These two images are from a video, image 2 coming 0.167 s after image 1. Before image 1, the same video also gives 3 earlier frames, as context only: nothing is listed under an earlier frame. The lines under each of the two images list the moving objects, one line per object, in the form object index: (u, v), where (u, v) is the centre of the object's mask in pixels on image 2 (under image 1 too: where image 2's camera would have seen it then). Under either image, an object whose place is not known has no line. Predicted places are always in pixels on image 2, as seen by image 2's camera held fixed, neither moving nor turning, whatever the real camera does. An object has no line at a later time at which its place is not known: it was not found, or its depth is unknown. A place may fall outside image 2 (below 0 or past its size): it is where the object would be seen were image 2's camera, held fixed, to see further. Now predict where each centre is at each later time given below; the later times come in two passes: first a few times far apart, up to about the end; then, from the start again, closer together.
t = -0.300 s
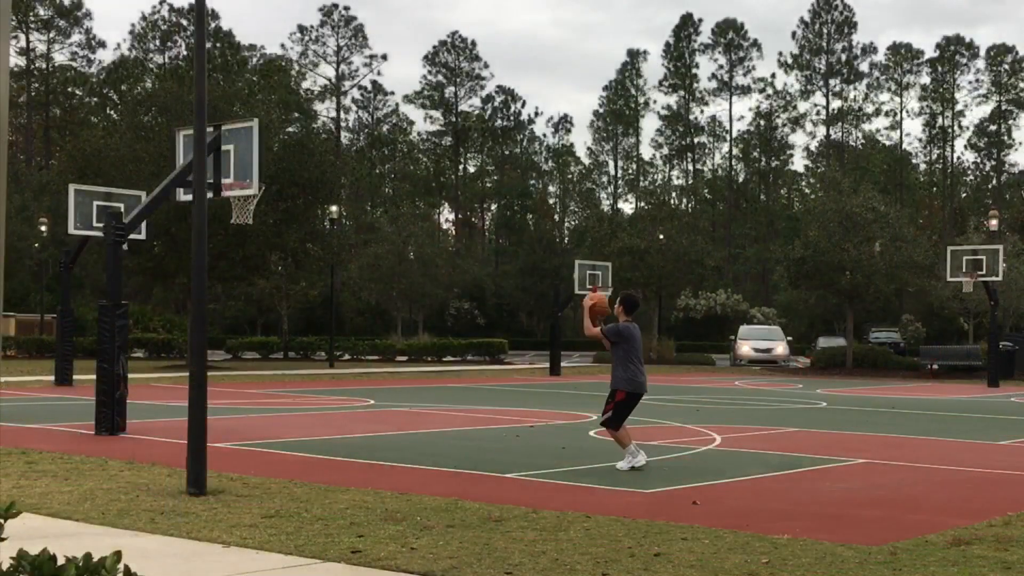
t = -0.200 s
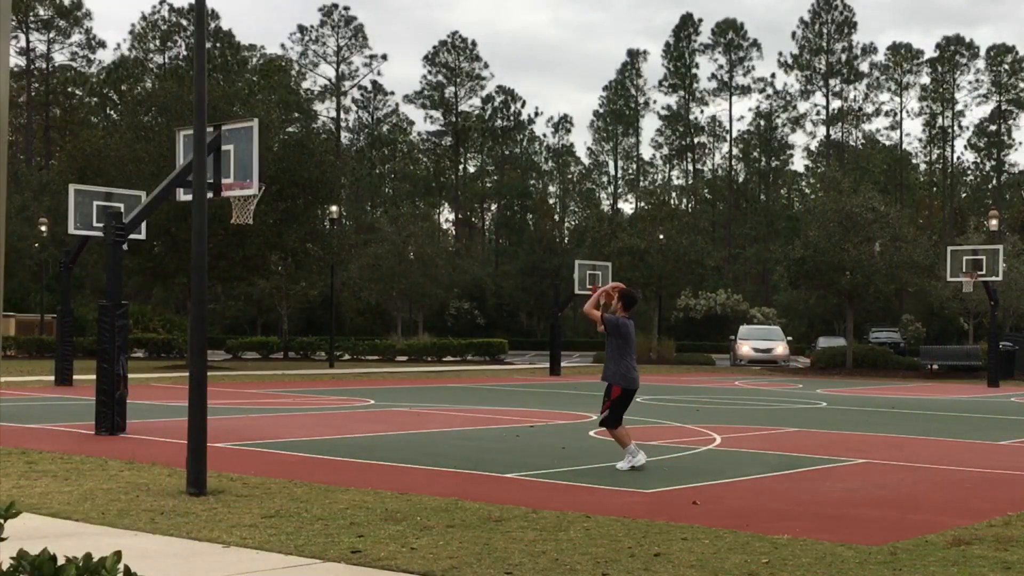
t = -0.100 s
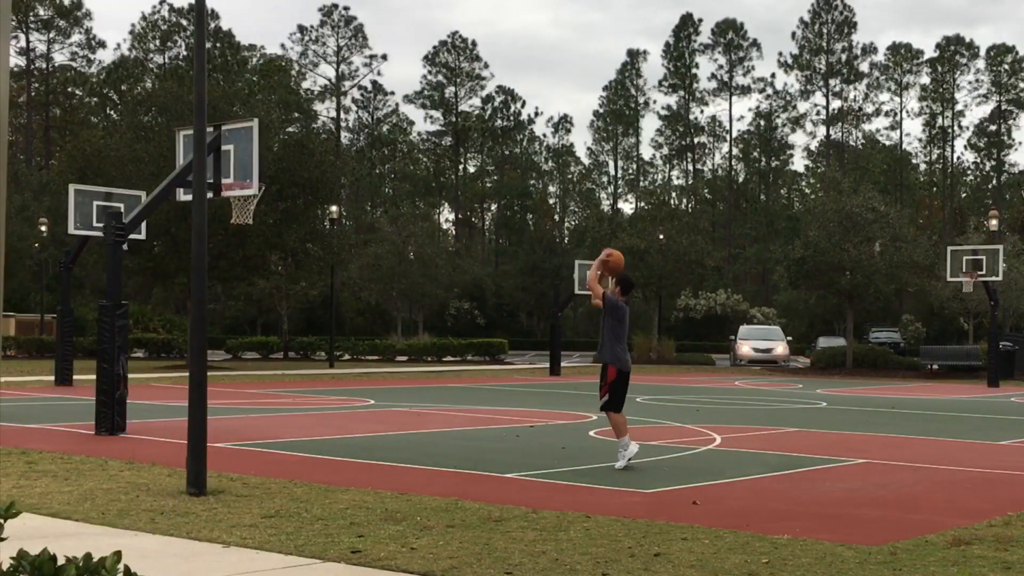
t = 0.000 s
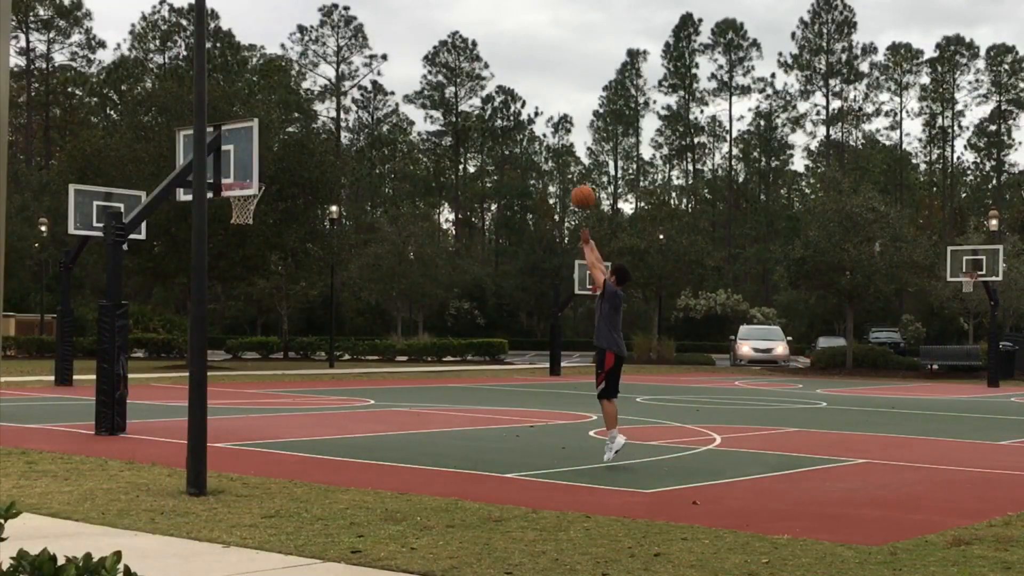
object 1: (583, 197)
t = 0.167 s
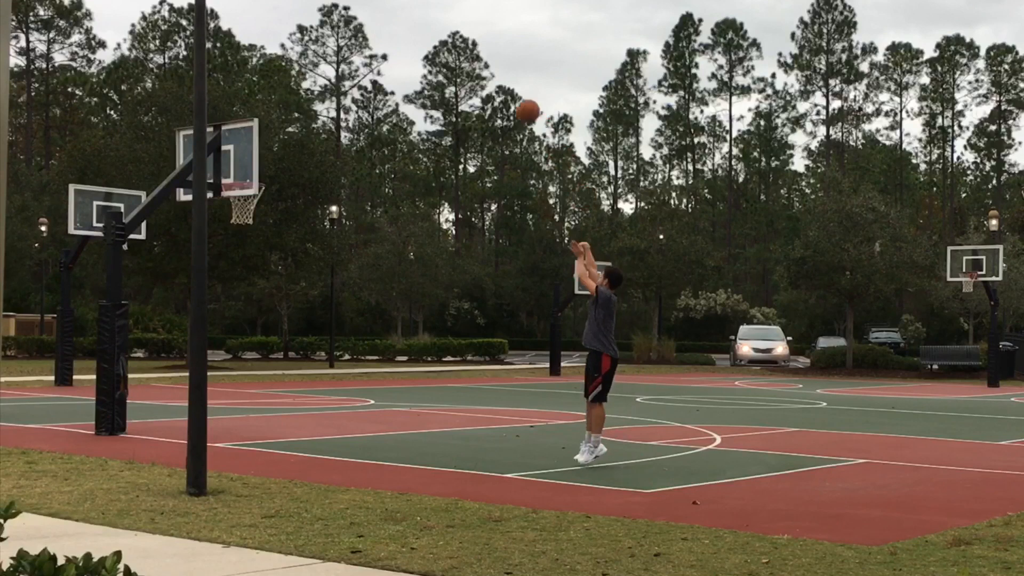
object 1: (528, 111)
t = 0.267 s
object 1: (497, 74)
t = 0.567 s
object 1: (408, 25)
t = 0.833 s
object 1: (335, 49)
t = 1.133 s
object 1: (265, 138)
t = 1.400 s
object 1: (233, 211)
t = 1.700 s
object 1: (242, 276)
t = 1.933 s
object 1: (247, 369)
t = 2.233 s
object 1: (262, 342)
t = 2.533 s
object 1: (290, 302)
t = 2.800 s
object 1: (313, 382)
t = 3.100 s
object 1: (339, 363)
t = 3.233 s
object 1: (349, 402)
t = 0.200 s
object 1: (518, 97)
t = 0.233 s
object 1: (507, 85)
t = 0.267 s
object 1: (497, 74)
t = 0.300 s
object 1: (487, 64)
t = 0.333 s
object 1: (476, 56)
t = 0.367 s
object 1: (466, 48)
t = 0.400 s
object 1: (457, 41)
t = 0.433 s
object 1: (446, 36)
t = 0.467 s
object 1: (437, 31)
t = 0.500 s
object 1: (427, 28)
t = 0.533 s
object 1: (417, 26)
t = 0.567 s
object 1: (408, 25)
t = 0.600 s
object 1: (398, 25)
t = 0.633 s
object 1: (389, 26)
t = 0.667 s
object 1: (380, 27)
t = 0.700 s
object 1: (370, 30)
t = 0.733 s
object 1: (361, 33)
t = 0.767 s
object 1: (353, 38)
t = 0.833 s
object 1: (335, 49)
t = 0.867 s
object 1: (326, 55)
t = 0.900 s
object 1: (318, 63)
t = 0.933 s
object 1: (310, 72)
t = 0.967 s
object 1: (301, 81)
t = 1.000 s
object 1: (293, 91)
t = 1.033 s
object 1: (285, 102)
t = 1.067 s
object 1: (277, 113)
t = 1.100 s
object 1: (270, 126)
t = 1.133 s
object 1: (265, 138)
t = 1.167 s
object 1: (252, 152)
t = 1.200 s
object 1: (245, 167)
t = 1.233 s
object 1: (240, 177)
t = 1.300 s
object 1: (230, 204)
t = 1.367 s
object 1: (232, 208)
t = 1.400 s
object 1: (233, 211)
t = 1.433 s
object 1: (234, 215)
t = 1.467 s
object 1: (235, 220)
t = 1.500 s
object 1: (236, 226)
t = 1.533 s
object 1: (237, 232)
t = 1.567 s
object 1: (238, 239)
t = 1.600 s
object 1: (239, 247)
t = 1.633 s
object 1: (240, 256)
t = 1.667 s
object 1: (241, 266)
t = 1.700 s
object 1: (242, 276)
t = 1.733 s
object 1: (243, 287)
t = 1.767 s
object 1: (244, 299)
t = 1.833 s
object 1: (245, 325)
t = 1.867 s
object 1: (246, 339)
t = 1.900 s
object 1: (246, 354)
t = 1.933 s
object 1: (247, 369)
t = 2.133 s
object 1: (256, 372)
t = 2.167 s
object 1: (258, 362)
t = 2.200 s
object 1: (260, 351)
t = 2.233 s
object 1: (262, 342)
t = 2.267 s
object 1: (264, 334)
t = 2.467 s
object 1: (284, 293)
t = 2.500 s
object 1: (287, 296)
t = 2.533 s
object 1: (290, 302)
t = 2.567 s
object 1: (293, 312)
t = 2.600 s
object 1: (296, 325)
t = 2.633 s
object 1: (299, 341)
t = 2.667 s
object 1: (302, 361)
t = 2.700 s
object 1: (304, 384)
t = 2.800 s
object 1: (313, 382)
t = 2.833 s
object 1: (316, 367)
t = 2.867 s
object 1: (319, 355)
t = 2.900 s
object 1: (322, 346)
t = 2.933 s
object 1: (325, 341)
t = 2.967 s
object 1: (328, 339)
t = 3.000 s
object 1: (330, 340)
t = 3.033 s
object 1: (333, 344)
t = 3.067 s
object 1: (336, 352)
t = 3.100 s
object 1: (339, 363)
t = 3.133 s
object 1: (341, 377)
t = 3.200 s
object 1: (345, 416)
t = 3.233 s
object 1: (349, 402)
